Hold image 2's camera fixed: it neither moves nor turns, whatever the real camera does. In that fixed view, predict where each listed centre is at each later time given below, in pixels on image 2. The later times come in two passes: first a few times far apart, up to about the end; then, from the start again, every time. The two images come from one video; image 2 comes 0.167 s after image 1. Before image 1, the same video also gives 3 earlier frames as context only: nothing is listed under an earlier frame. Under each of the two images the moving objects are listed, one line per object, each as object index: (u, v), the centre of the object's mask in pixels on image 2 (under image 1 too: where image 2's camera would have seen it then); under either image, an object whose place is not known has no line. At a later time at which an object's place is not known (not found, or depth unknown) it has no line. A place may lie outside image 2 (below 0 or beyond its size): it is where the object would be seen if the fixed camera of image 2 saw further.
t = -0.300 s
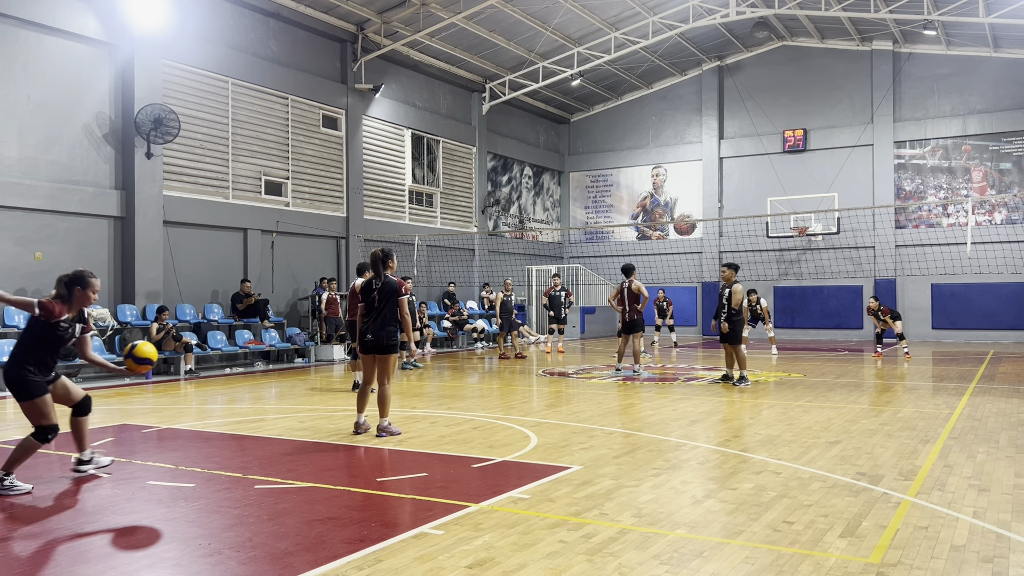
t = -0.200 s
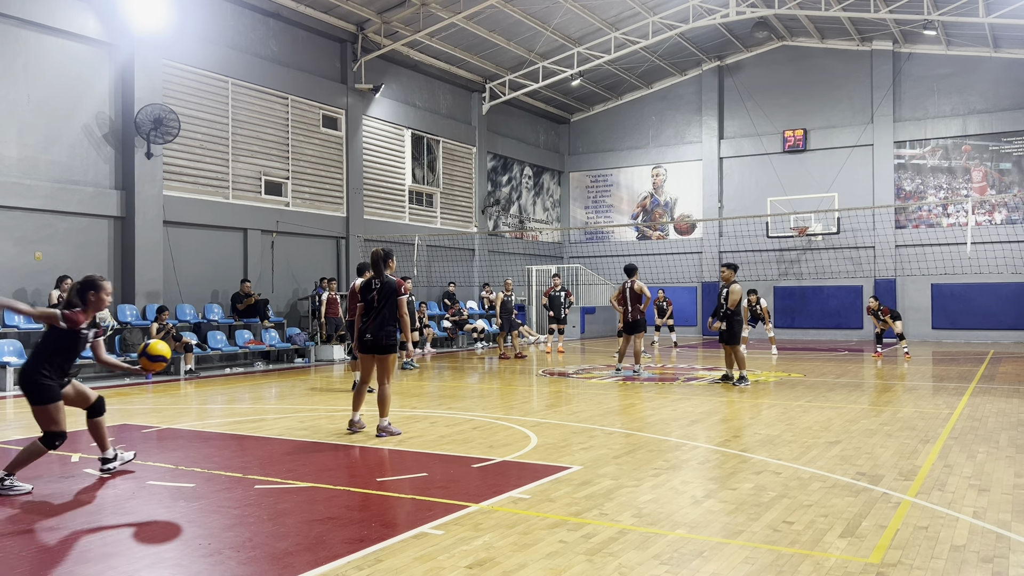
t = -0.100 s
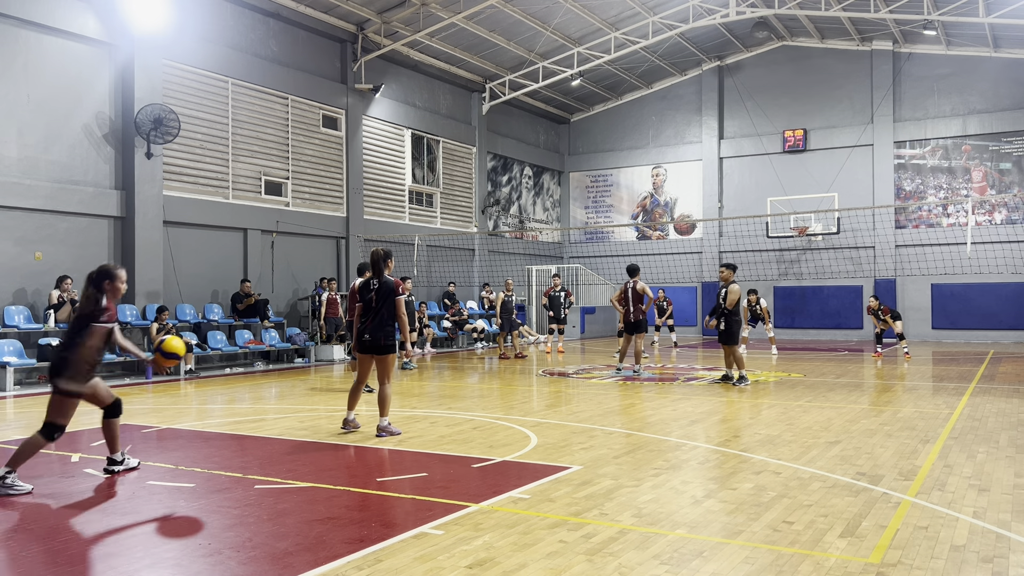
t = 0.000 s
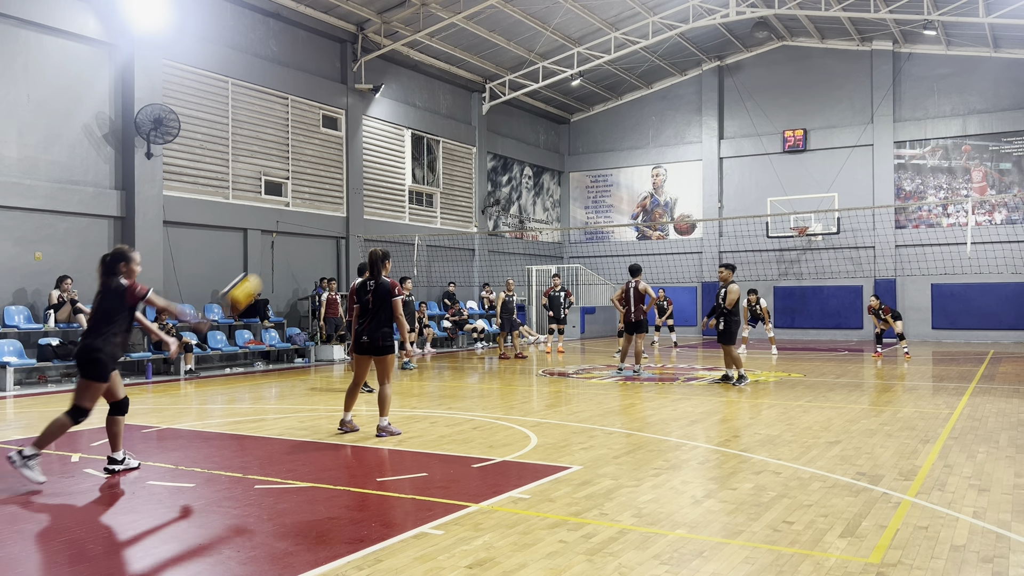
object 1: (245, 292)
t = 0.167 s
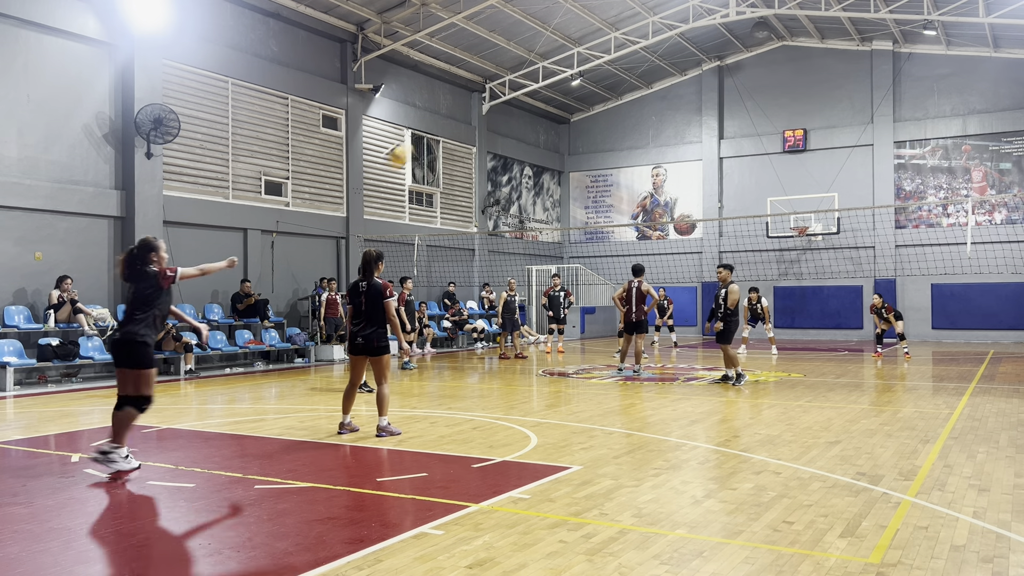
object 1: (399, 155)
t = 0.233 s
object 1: (444, 122)
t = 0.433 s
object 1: (542, 71)
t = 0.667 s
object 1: (620, 64)
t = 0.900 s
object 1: (676, 89)
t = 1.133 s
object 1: (717, 134)
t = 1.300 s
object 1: (738, 177)
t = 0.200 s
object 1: (423, 137)
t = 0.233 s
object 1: (444, 122)
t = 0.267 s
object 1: (463, 109)
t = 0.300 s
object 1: (482, 98)
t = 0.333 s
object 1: (500, 90)
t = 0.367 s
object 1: (516, 82)
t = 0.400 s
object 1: (529, 76)
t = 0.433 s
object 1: (542, 71)
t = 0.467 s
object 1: (556, 68)
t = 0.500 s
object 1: (568, 64)
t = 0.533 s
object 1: (579, 62)
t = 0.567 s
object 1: (590, 62)
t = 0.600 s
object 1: (601, 62)
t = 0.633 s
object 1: (611, 62)
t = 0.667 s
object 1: (620, 64)
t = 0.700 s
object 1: (629, 65)
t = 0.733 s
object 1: (638, 68)
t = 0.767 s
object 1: (646, 72)
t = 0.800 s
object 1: (654, 75)
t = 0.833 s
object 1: (662, 79)
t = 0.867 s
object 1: (669, 84)
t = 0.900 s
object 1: (676, 89)
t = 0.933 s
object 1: (683, 94)
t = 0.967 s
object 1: (690, 100)
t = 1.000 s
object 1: (696, 106)
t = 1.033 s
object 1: (701, 112)
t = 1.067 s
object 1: (707, 119)
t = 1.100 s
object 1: (712, 127)
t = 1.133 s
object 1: (717, 134)
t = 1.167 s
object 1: (722, 142)
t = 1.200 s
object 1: (726, 150)
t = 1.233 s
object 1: (730, 159)
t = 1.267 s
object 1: (734, 168)
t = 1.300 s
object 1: (738, 177)
